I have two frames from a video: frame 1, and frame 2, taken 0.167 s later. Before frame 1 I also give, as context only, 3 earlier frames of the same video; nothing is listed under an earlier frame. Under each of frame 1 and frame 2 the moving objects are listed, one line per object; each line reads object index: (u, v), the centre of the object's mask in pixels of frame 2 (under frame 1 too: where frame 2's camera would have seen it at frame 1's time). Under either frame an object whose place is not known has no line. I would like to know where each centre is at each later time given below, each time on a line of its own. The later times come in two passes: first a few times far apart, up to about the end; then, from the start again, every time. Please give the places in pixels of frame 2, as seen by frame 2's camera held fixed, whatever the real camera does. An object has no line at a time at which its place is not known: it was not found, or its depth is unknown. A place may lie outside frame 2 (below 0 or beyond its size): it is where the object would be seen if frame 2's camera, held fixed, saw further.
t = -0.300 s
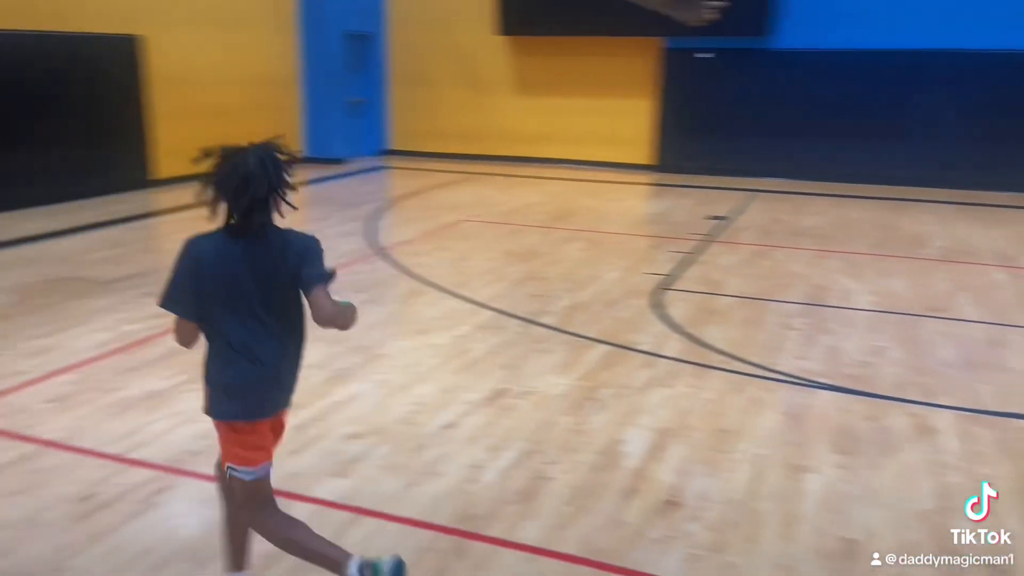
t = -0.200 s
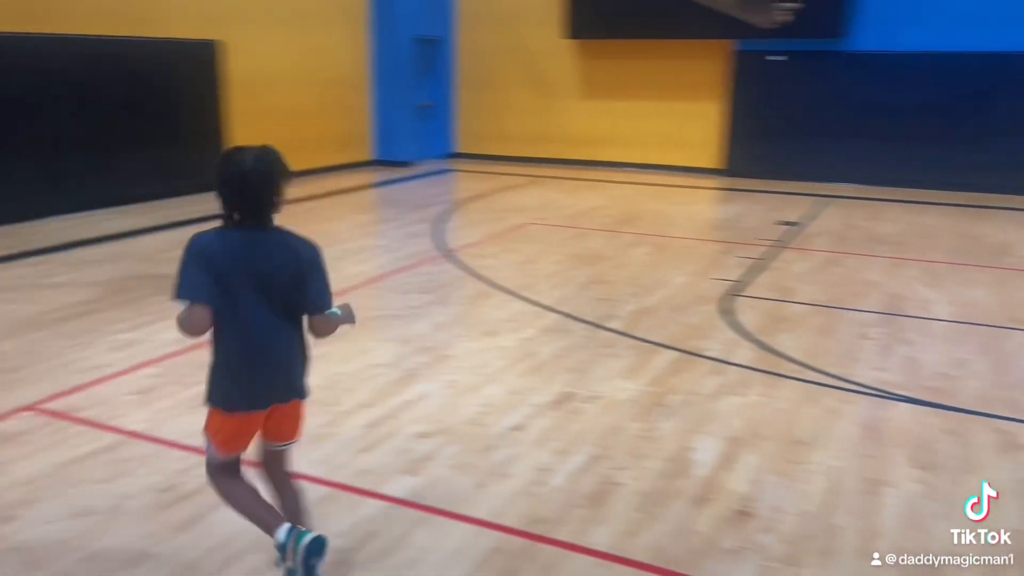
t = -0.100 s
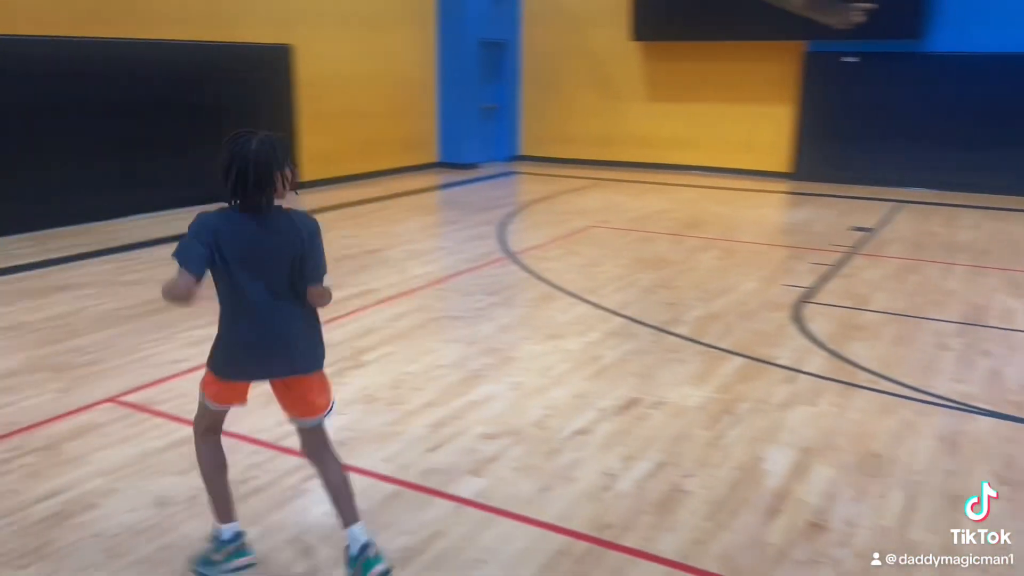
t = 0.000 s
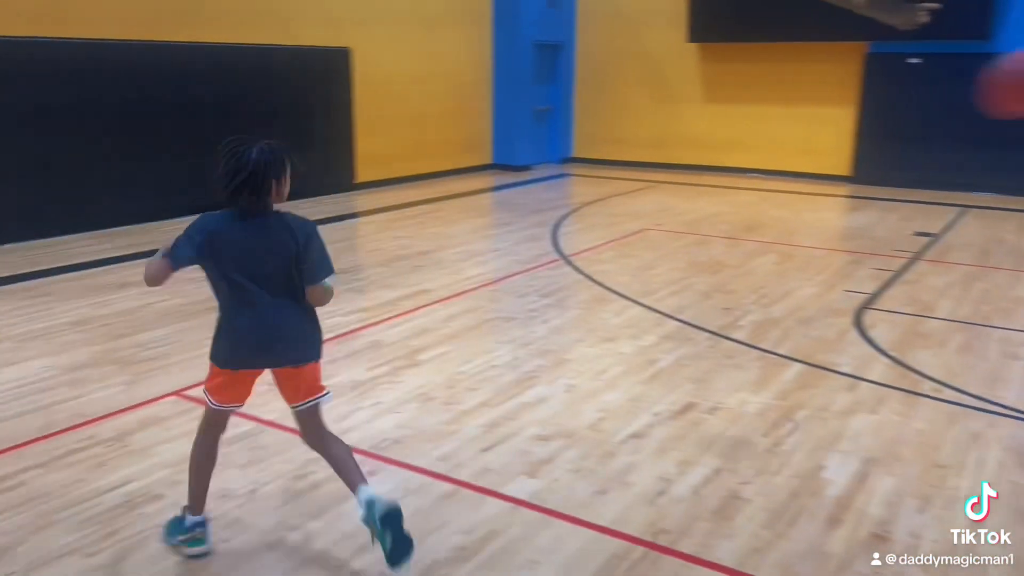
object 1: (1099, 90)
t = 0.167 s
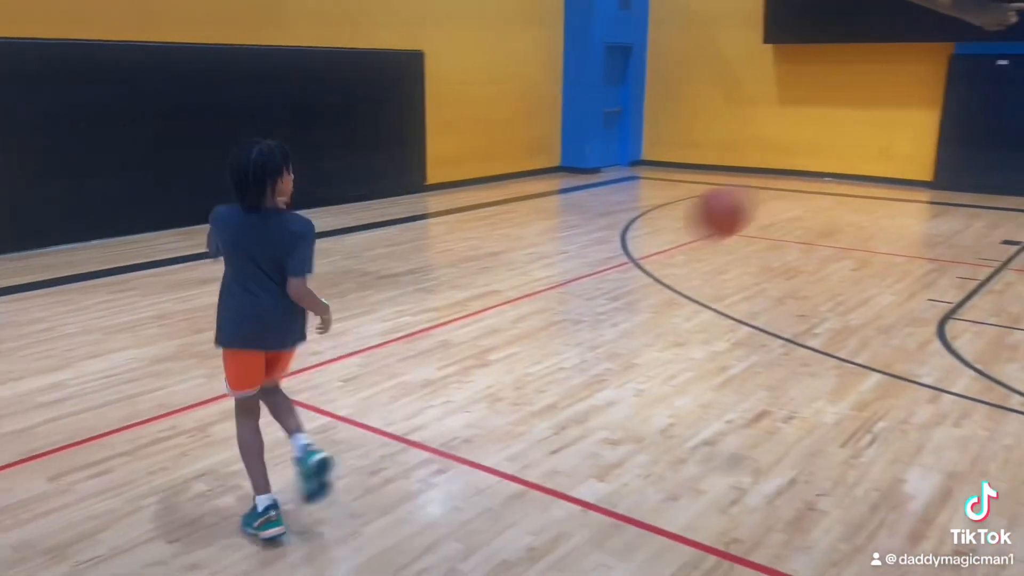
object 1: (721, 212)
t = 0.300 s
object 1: (505, 316)
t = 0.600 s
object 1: (287, 220)
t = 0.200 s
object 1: (661, 237)
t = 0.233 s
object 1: (602, 264)
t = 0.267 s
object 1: (552, 290)
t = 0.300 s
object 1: (505, 316)
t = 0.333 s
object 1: (460, 342)
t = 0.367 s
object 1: (419, 367)
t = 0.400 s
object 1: (392, 363)
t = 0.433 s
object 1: (374, 334)
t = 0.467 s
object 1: (356, 307)
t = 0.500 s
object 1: (339, 283)
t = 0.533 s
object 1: (322, 260)
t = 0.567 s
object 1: (303, 238)
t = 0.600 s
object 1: (287, 220)
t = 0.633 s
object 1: (270, 203)
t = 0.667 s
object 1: (256, 190)
